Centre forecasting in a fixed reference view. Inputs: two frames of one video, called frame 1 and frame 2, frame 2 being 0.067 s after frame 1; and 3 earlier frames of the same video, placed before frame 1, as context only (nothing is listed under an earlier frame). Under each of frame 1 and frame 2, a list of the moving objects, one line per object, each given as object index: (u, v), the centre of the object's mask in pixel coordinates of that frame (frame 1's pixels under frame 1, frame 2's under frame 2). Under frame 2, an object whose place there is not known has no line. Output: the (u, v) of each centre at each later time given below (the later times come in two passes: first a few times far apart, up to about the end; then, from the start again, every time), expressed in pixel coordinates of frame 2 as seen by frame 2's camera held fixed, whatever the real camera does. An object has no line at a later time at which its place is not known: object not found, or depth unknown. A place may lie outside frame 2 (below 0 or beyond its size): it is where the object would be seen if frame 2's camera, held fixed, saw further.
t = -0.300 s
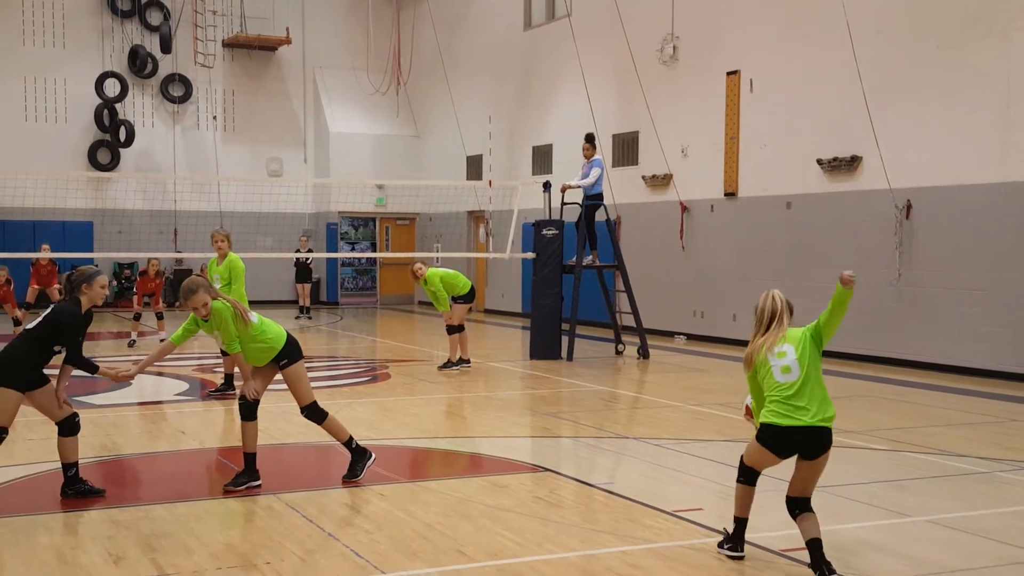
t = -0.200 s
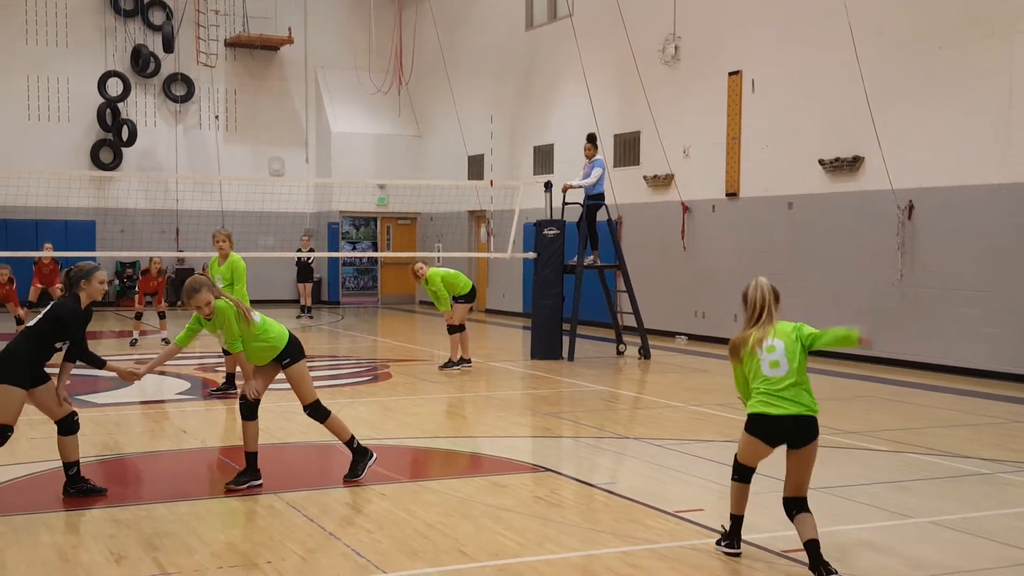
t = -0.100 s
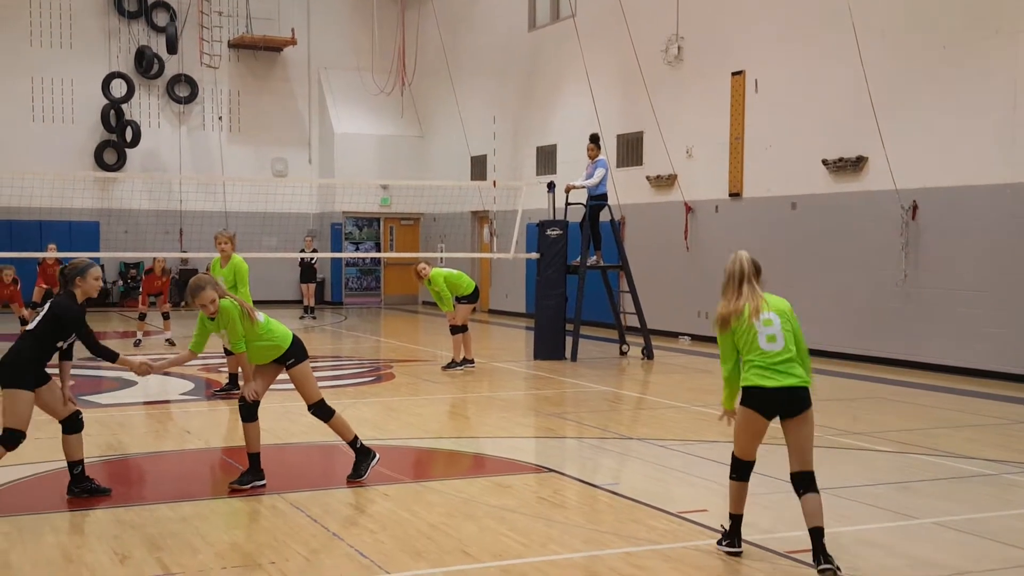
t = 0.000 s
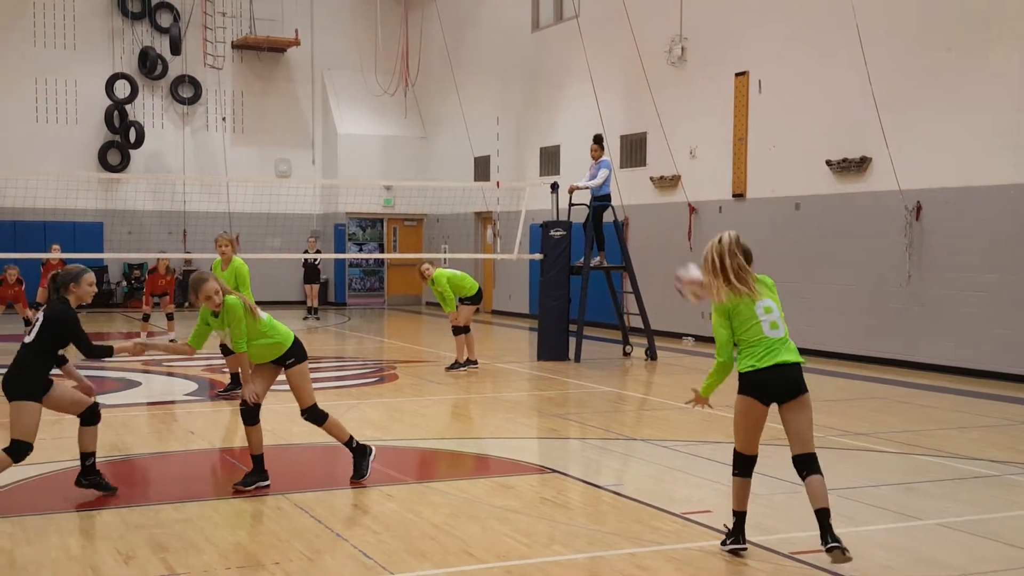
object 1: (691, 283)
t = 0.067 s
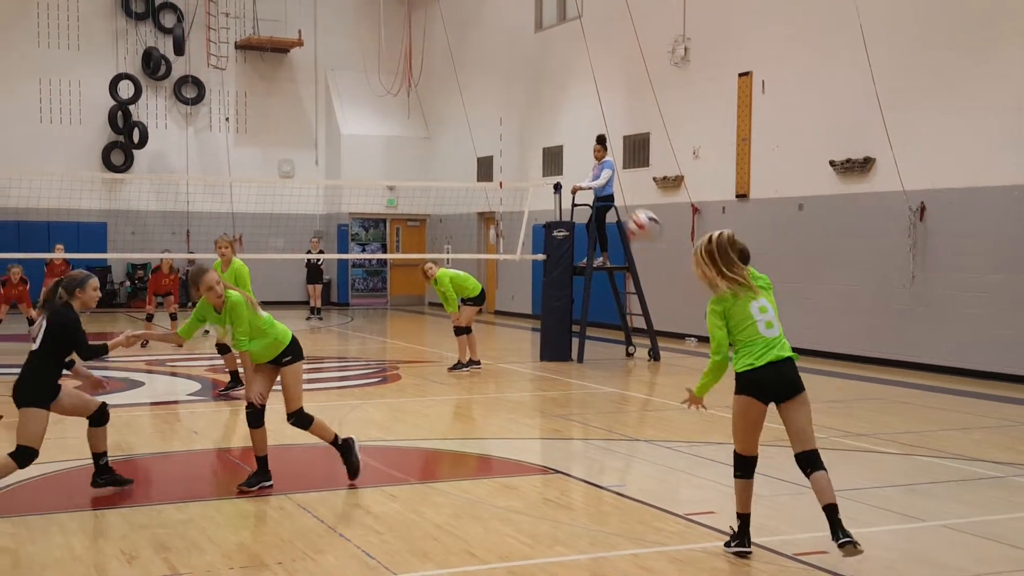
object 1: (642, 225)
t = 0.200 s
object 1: (559, 155)
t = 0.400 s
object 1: (478, 114)
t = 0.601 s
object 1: (428, 123)
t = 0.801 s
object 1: (393, 165)
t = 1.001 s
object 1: (389, 167)
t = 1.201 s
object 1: (394, 173)
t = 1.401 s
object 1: (401, 211)
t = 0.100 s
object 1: (619, 204)
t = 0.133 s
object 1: (598, 185)
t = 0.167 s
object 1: (578, 168)
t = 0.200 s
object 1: (559, 155)
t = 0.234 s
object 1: (543, 143)
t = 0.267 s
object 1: (527, 133)
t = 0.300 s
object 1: (513, 125)
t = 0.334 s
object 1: (500, 120)
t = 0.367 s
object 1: (488, 116)
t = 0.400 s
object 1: (478, 114)
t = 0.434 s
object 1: (468, 113)
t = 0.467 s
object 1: (458, 112)
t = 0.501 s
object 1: (451, 114)
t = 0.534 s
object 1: (443, 116)
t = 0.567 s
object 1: (435, 119)
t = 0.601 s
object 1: (428, 123)
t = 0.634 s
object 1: (422, 129)
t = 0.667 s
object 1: (416, 135)
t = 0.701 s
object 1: (409, 142)
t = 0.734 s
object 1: (403, 149)
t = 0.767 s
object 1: (398, 157)
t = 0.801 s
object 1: (393, 165)
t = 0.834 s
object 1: (387, 174)
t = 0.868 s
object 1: (384, 179)
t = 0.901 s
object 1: (386, 178)
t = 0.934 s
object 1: (387, 173)
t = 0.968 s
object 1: (387, 169)
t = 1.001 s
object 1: (389, 167)
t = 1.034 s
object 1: (390, 166)
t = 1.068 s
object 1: (391, 166)
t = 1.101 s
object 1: (392, 166)
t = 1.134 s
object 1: (393, 167)
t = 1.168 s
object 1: (394, 170)
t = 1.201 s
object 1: (394, 173)
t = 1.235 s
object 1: (396, 175)
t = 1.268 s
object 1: (397, 182)
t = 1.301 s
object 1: (397, 188)
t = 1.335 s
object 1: (399, 194)
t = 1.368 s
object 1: (400, 201)
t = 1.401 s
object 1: (401, 211)
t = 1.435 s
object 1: (401, 219)
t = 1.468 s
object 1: (402, 228)
